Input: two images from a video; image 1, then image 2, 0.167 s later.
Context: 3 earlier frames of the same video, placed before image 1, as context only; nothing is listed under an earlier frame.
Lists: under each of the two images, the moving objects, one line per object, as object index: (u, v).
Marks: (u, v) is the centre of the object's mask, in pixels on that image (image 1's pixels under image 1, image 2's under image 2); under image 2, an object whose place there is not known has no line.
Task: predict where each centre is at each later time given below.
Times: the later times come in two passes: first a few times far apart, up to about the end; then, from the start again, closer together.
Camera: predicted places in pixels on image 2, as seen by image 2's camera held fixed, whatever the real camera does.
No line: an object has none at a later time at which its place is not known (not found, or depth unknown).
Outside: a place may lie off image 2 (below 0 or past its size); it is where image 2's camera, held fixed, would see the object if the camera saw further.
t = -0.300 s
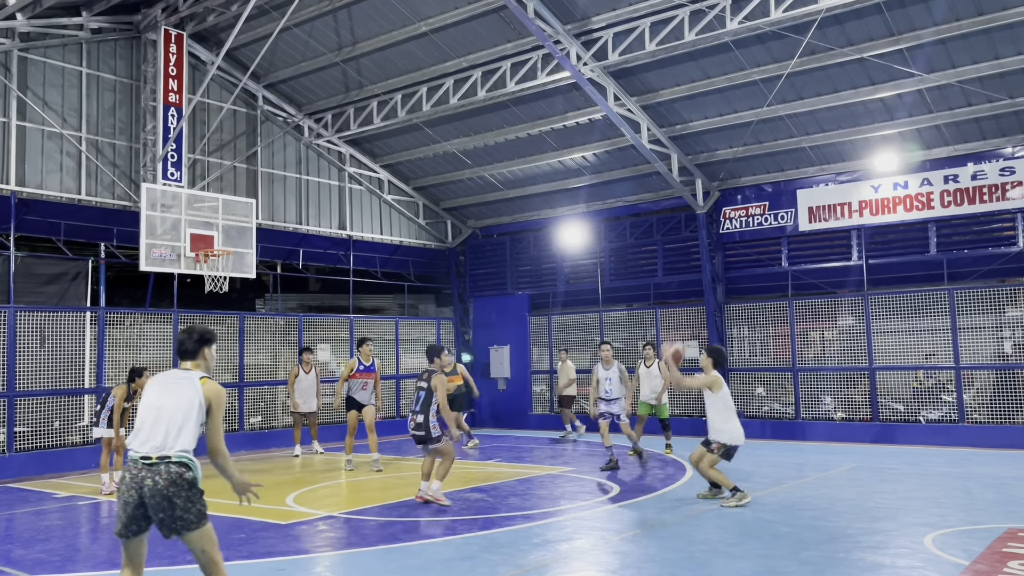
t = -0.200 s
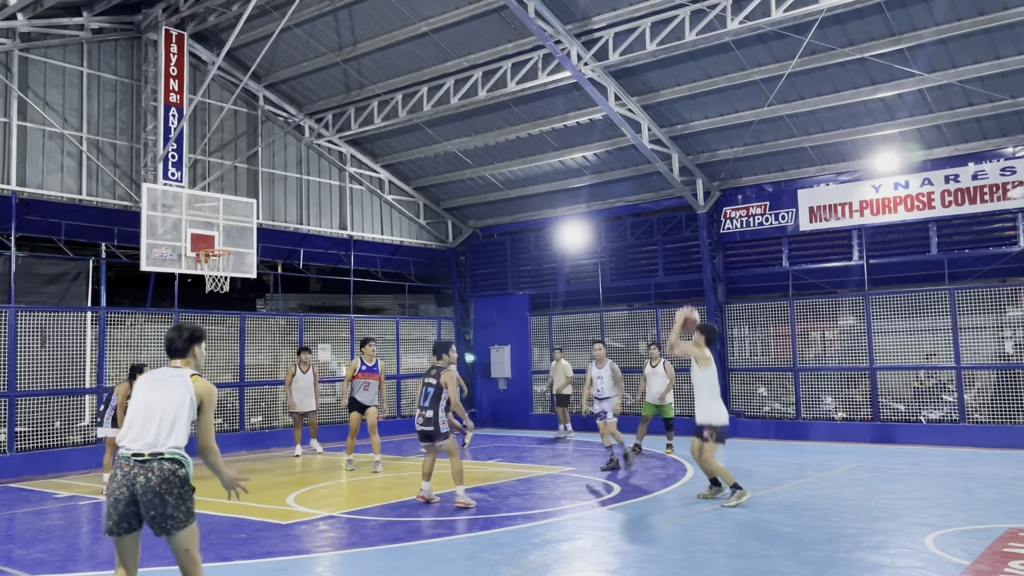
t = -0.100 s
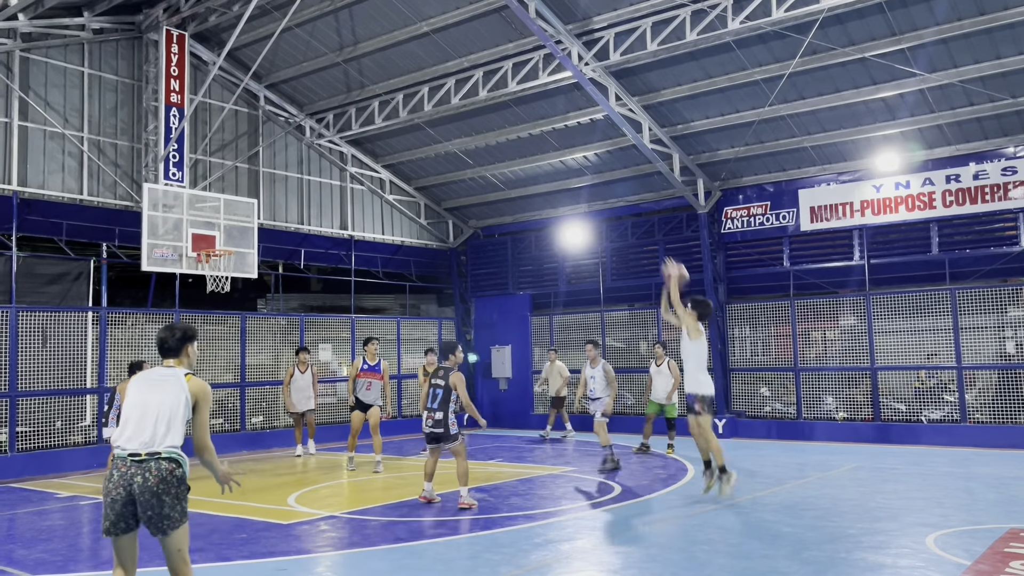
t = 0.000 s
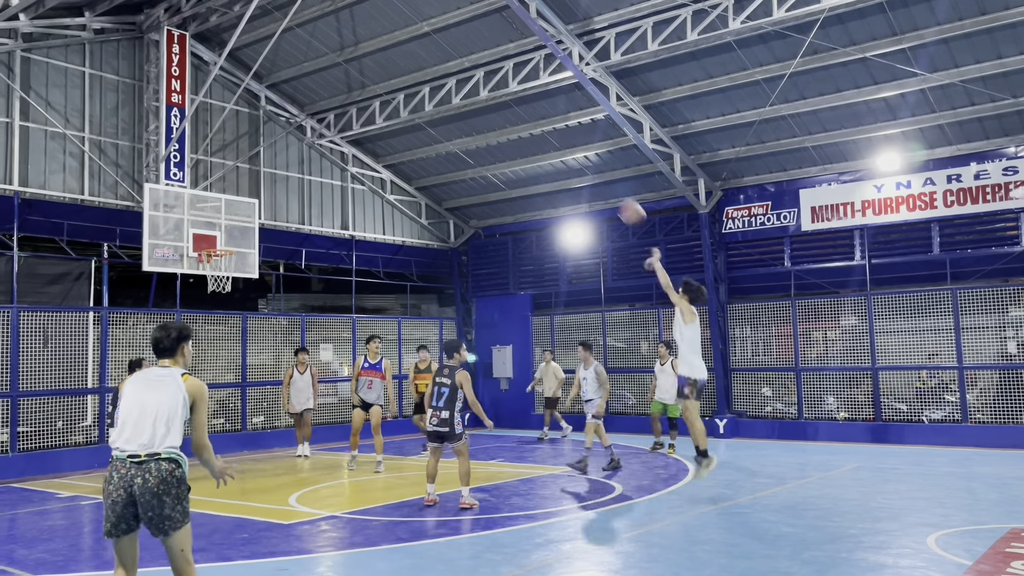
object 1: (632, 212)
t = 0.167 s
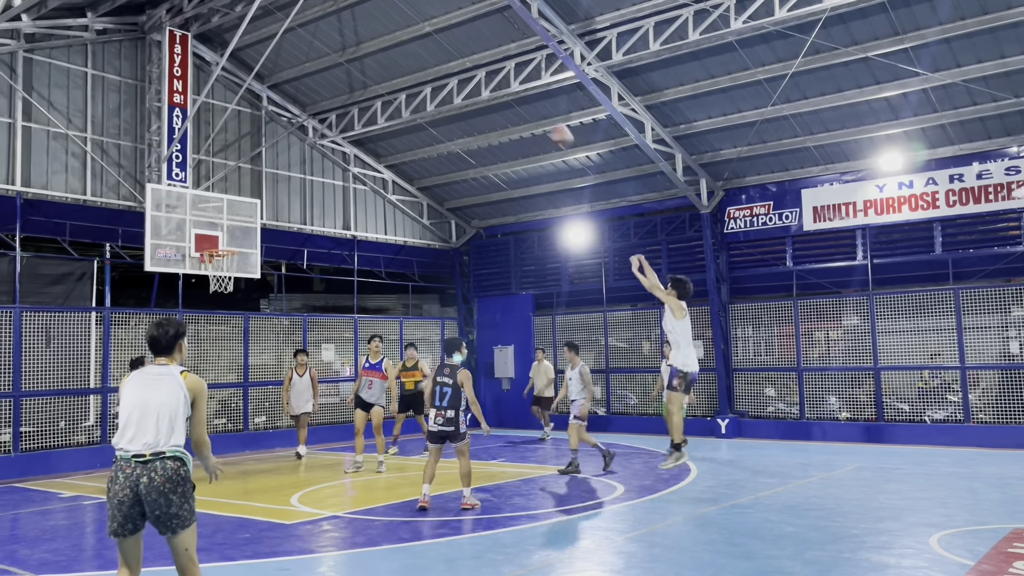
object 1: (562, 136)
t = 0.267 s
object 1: (522, 106)
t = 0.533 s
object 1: (431, 72)
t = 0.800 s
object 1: (352, 95)
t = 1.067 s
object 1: (284, 162)
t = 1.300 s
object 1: (237, 242)
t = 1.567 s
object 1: (240, 216)
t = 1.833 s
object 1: (245, 235)
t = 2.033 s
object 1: (247, 281)
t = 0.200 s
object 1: (547, 124)
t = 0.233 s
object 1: (534, 114)
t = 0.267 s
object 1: (522, 106)
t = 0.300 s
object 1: (510, 98)
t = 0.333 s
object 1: (498, 92)
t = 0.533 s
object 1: (431, 72)
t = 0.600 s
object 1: (410, 73)
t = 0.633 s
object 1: (400, 74)
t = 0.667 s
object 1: (390, 77)
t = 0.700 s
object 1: (380, 81)
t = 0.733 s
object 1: (371, 84)
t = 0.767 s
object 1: (362, 89)
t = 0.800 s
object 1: (352, 95)
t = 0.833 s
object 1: (344, 101)
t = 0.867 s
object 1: (335, 107)
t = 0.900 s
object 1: (326, 115)
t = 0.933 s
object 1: (318, 123)
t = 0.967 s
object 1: (310, 132)
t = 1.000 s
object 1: (301, 142)
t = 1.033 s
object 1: (293, 152)
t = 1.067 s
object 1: (284, 162)
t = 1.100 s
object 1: (278, 174)
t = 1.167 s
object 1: (261, 198)
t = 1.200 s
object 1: (255, 212)
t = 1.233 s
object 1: (246, 227)
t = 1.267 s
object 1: (239, 240)
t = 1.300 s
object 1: (237, 242)
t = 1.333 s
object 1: (237, 236)
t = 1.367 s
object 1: (238, 231)
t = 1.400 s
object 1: (238, 227)
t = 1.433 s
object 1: (239, 223)
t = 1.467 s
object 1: (240, 220)
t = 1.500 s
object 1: (240, 218)
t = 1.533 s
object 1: (240, 216)
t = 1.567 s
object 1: (240, 216)
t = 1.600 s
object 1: (241, 216)
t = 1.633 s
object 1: (242, 217)
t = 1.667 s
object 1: (242, 218)
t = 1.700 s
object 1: (242, 220)
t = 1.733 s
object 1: (243, 223)
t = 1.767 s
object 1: (243, 227)
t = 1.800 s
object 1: (244, 231)
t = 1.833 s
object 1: (245, 235)
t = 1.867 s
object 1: (245, 241)
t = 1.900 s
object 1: (245, 248)
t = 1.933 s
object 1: (246, 255)
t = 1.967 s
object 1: (246, 263)
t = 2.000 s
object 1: (247, 271)
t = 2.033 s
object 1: (247, 281)
